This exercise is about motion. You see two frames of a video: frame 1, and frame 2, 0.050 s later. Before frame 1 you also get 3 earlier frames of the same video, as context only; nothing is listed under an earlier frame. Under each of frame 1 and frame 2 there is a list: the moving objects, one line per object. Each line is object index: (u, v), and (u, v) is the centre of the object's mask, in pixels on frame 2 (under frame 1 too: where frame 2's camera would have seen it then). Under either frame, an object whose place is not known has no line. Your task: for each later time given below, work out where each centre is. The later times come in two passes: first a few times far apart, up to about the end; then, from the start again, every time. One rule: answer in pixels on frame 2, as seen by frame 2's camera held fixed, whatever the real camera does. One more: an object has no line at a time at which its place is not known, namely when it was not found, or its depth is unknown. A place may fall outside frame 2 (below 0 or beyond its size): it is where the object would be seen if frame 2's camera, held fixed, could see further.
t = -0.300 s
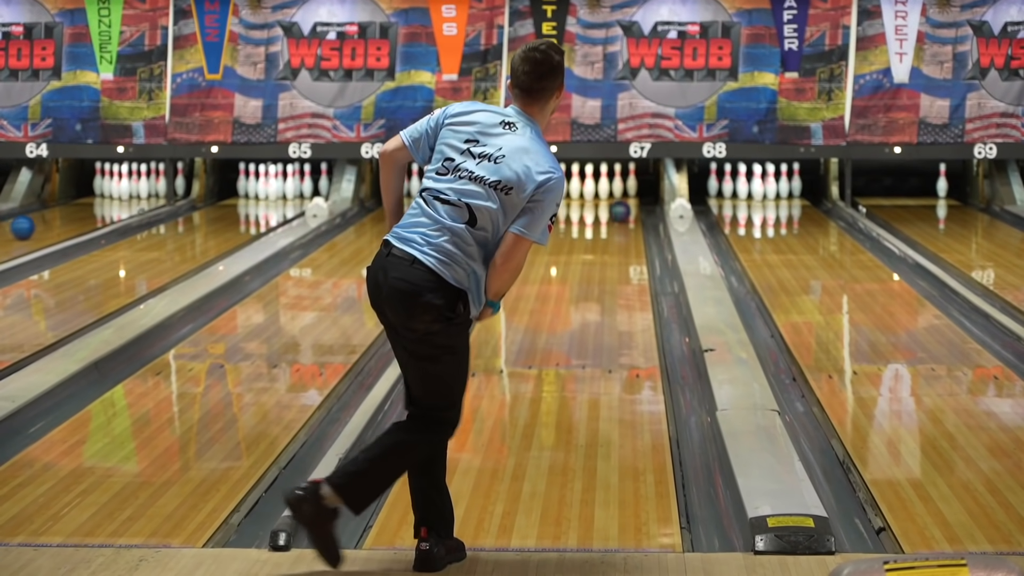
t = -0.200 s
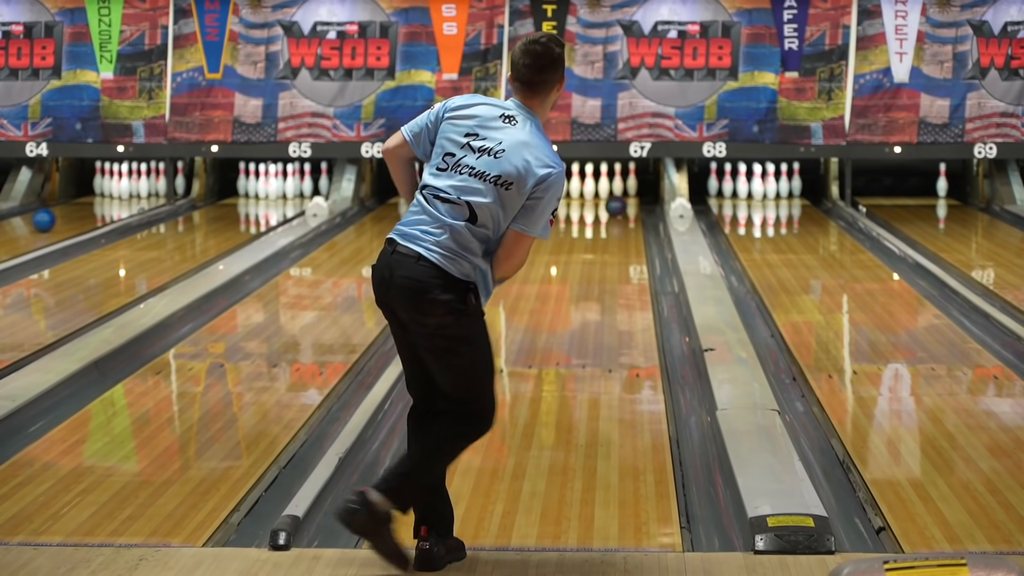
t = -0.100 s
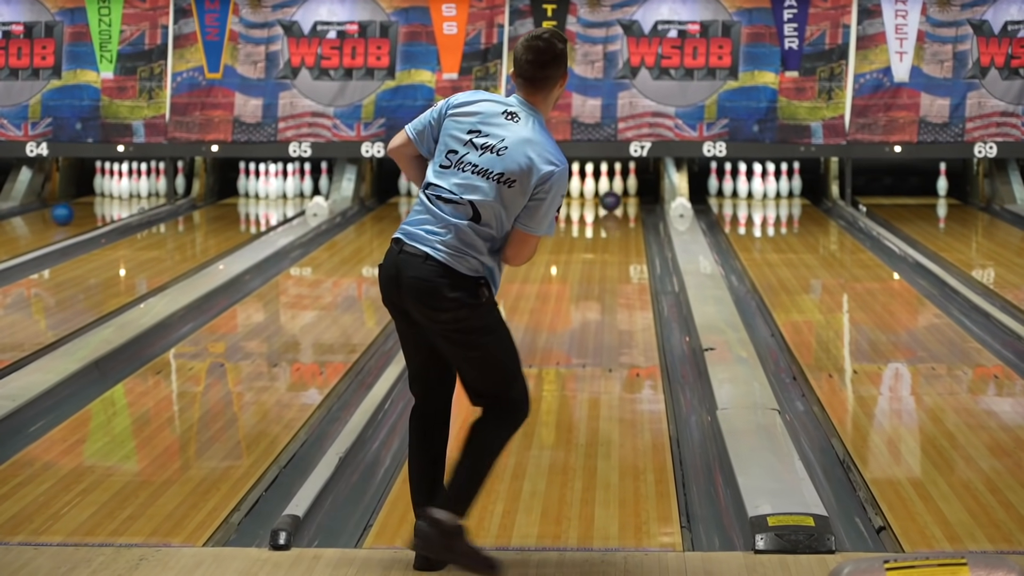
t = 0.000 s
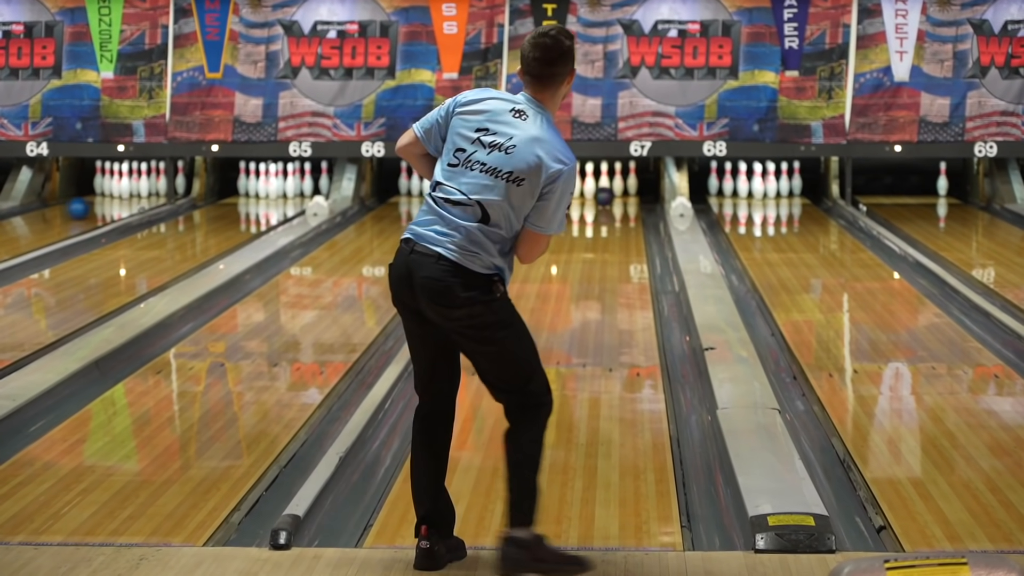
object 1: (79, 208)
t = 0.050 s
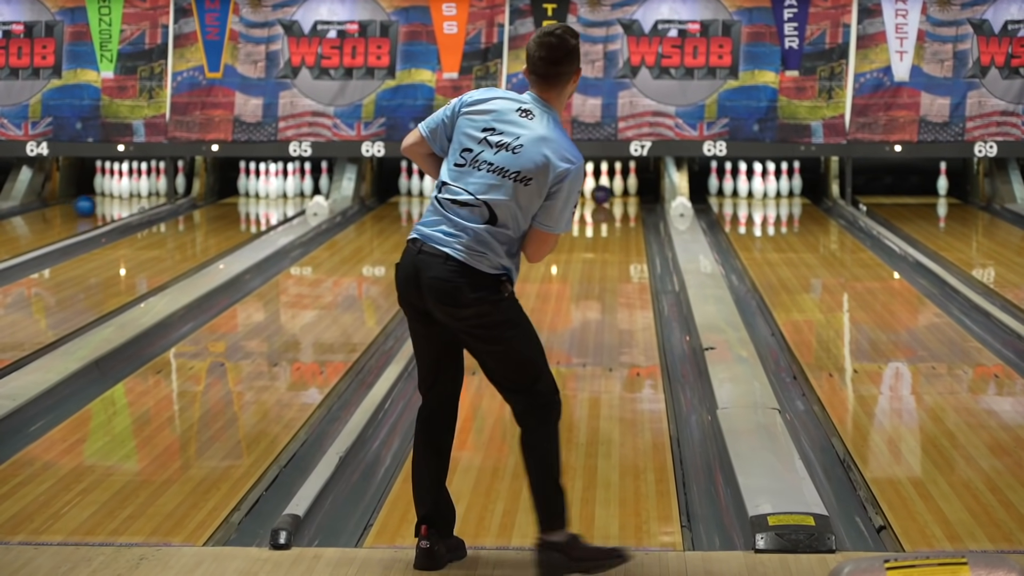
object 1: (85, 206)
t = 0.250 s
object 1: (106, 197)
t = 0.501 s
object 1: (115, 187)
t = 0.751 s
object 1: (108, 183)
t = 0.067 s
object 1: (87, 205)
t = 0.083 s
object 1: (89, 204)
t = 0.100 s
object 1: (91, 203)
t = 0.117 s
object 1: (93, 203)
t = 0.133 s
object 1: (94, 202)
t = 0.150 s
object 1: (96, 201)
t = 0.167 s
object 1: (99, 200)
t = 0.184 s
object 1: (100, 200)
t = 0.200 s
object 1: (102, 199)
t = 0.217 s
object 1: (103, 199)
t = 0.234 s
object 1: (105, 197)
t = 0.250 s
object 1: (106, 197)
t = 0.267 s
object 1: (108, 196)
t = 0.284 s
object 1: (109, 195)
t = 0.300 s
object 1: (111, 194)
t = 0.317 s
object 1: (112, 193)
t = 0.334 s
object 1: (113, 193)
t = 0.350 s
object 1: (114, 192)
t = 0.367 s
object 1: (116, 192)
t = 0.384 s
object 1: (117, 191)
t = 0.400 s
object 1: (118, 190)
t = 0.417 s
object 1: (118, 190)
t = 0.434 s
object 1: (118, 189)
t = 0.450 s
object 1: (117, 189)
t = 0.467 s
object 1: (117, 189)
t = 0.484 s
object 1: (116, 188)
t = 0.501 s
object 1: (115, 187)
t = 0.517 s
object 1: (114, 188)
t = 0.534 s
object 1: (114, 187)
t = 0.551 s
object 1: (113, 187)
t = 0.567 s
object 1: (113, 186)
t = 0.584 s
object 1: (112, 185)
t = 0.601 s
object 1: (112, 186)
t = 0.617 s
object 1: (112, 185)
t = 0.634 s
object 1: (111, 185)
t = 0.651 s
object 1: (111, 185)
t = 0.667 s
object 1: (110, 185)
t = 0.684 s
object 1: (109, 185)
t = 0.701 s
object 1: (109, 185)
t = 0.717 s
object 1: (109, 184)
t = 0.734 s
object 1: (108, 184)
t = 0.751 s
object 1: (108, 183)
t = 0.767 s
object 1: (108, 184)
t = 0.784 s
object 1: (108, 185)
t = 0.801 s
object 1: (106, 186)
